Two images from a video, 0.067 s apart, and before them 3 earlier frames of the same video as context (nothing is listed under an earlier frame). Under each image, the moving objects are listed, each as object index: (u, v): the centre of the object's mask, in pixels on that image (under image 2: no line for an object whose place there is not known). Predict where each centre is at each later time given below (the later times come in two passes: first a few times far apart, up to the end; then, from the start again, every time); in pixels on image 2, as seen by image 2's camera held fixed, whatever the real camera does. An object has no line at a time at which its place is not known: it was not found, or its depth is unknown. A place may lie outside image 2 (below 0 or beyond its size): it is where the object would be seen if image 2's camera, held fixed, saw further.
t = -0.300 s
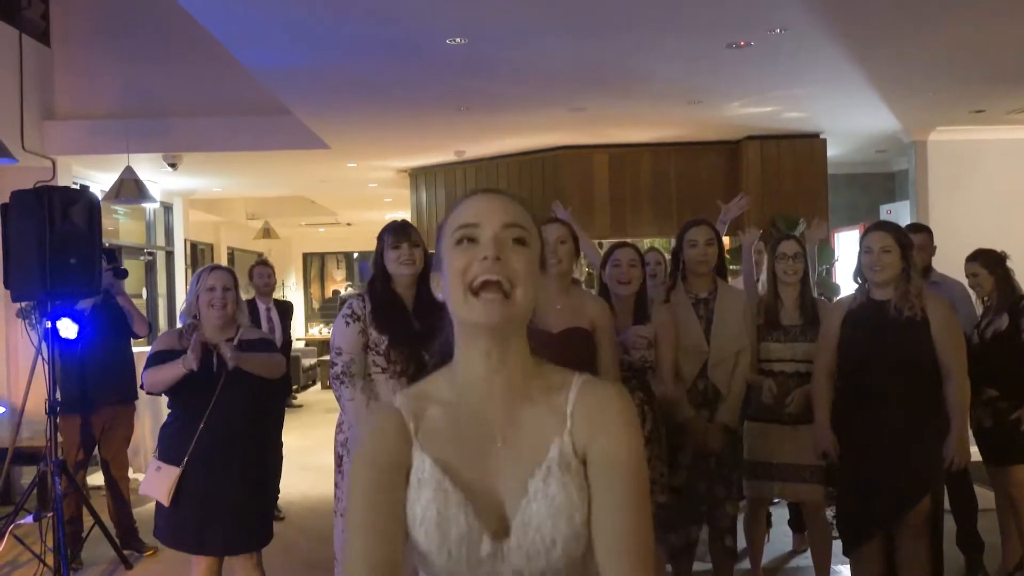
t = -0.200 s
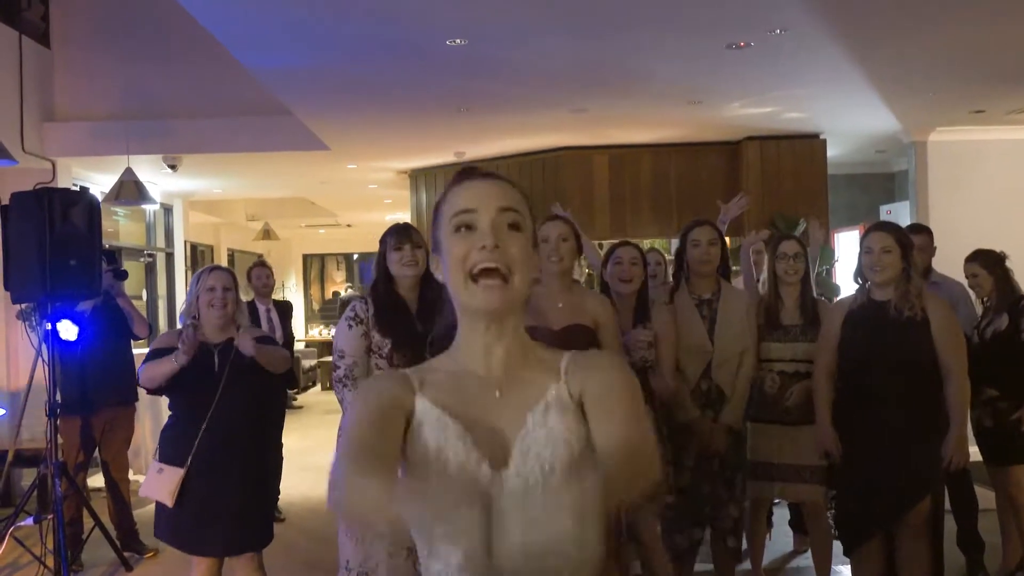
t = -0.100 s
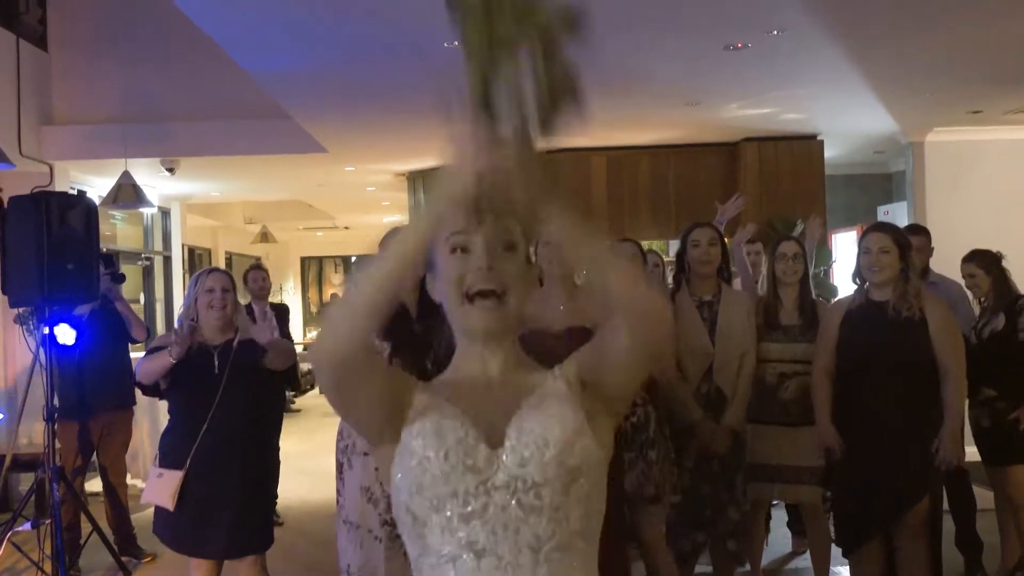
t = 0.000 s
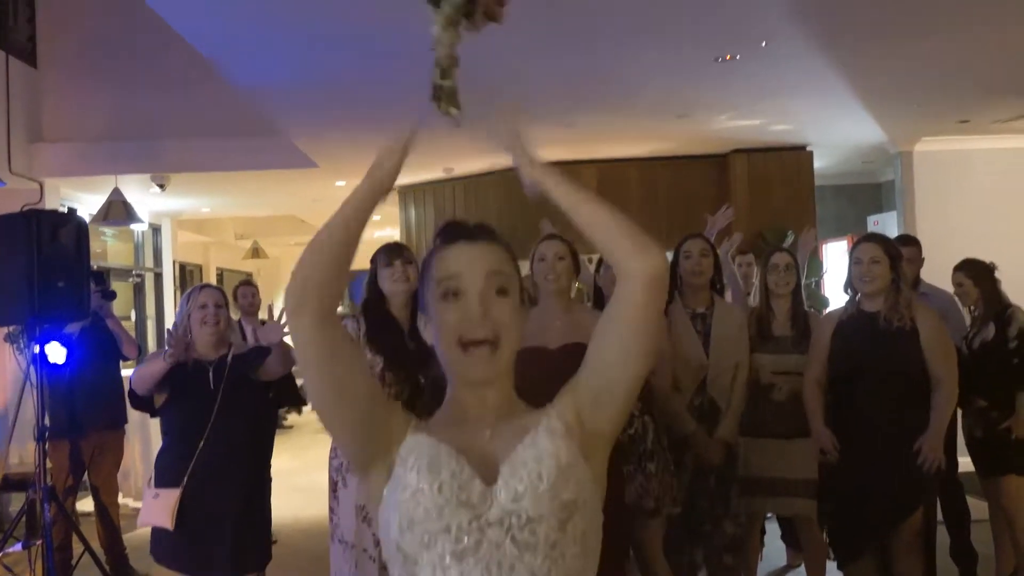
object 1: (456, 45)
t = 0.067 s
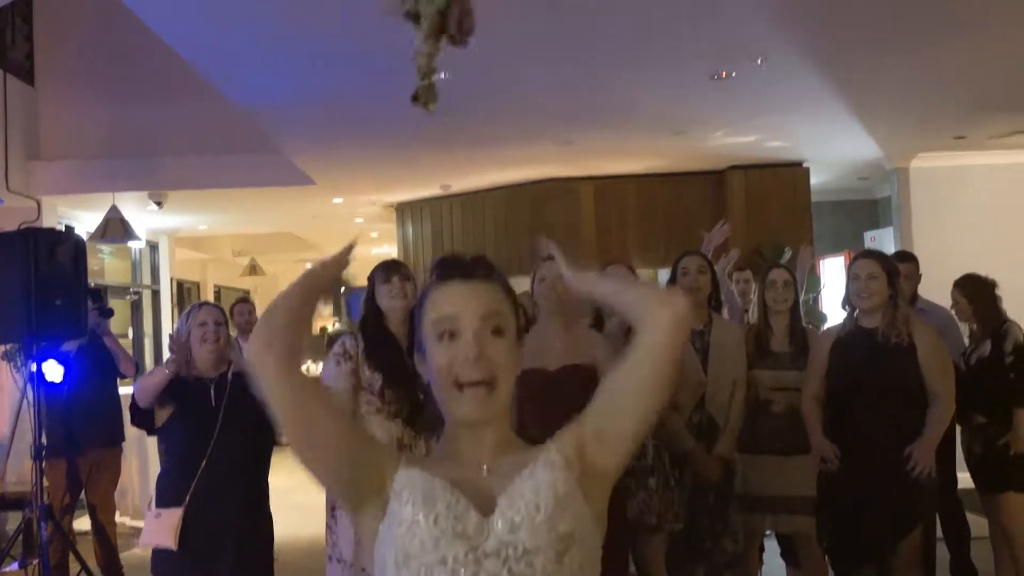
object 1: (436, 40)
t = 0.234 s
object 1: (414, 72)
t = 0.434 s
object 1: (396, 205)
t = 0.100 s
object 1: (427, 31)
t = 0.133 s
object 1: (418, 28)
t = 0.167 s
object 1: (417, 36)
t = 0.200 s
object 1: (415, 53)
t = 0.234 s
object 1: (414, 72)
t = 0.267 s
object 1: (414, 94)
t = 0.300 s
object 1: (412, 116)
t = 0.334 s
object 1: (410, 138)
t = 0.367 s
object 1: (402, 164)
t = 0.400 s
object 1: (400, 188)
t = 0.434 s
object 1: (396, 205)
